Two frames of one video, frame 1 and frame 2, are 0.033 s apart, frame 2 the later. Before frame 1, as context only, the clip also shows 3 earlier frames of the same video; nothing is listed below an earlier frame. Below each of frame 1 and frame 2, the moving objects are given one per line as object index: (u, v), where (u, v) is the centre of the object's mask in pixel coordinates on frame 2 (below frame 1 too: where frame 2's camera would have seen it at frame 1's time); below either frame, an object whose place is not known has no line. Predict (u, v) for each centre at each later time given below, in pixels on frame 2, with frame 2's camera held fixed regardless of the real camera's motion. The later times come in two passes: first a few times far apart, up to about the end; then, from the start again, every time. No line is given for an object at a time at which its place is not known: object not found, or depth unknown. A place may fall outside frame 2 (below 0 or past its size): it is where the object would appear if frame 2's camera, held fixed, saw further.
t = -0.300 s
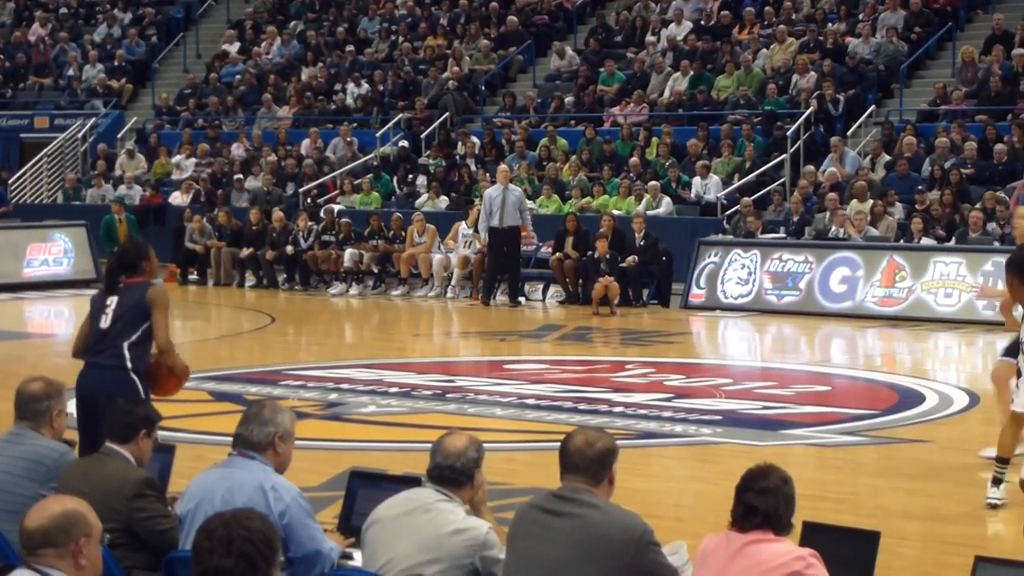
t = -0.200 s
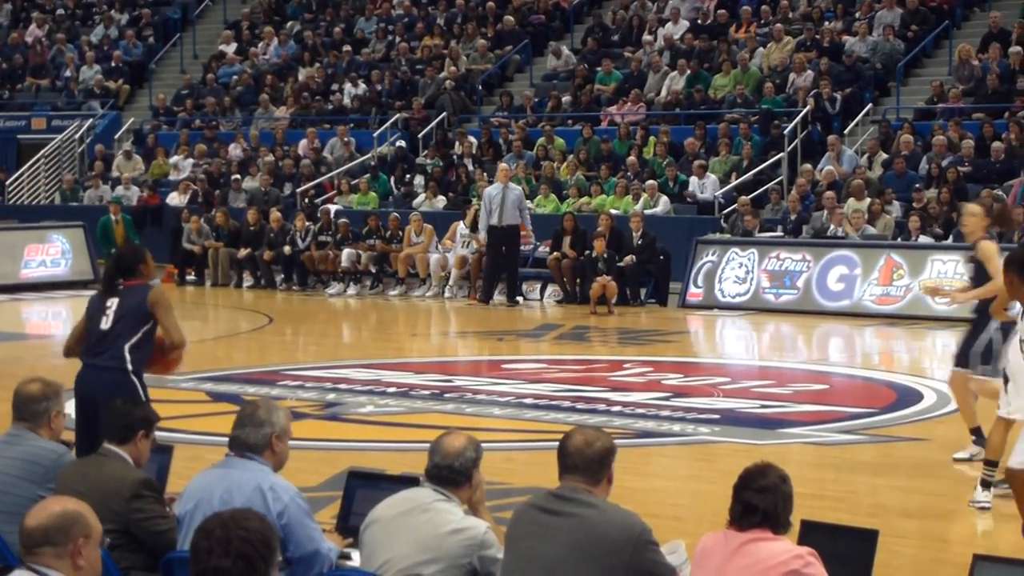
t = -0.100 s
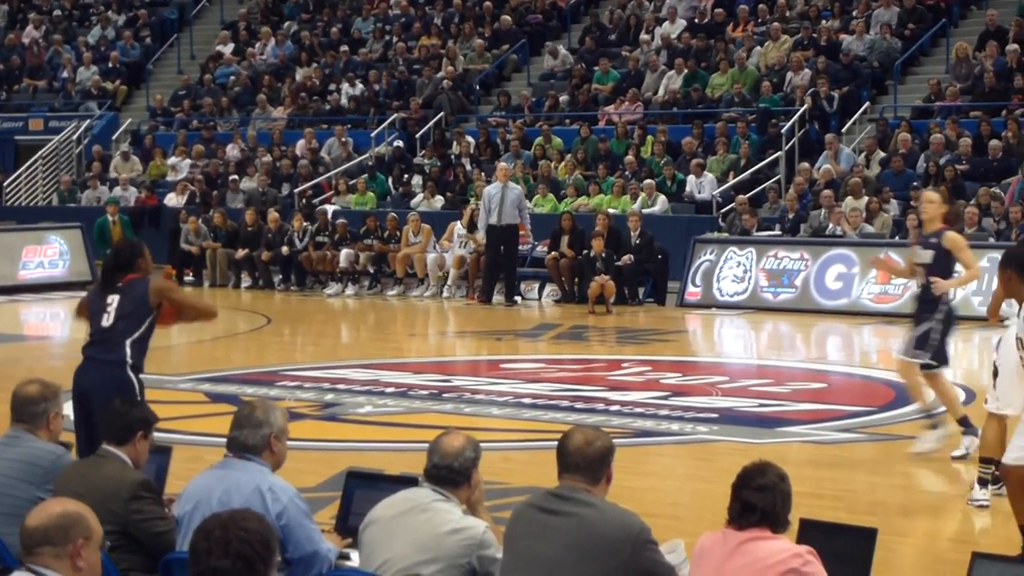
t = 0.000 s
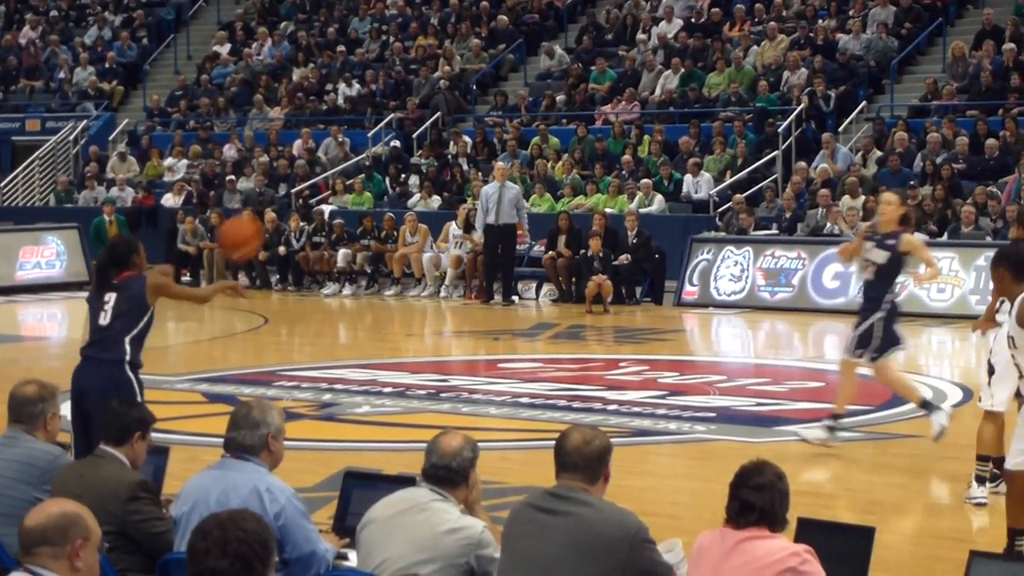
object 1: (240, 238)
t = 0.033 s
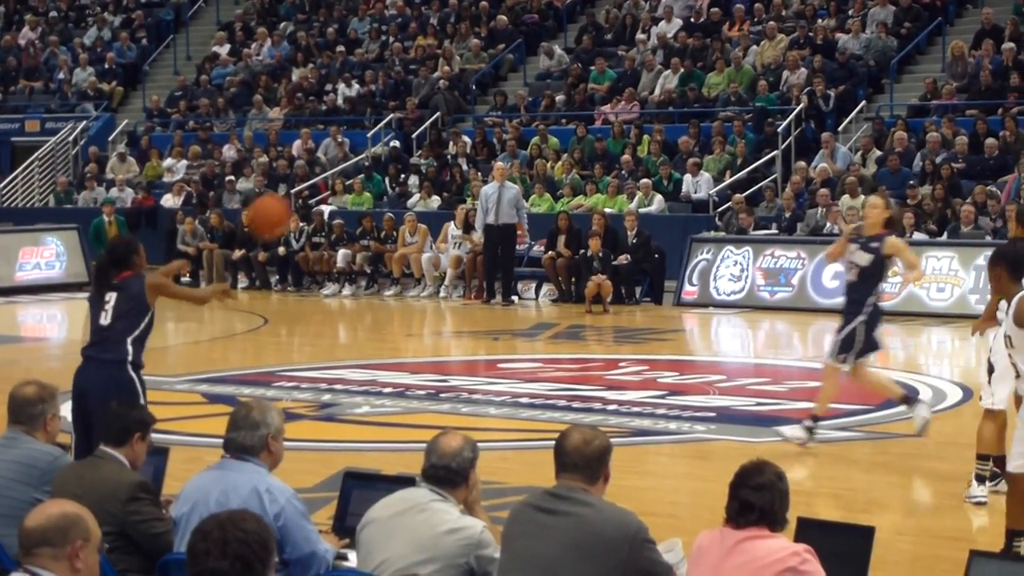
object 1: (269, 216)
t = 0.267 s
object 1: (448, 128)
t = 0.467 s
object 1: (570, 127)
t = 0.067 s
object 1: (298, 196)
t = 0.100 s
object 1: (326, 180)
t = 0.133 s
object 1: (354, 165)
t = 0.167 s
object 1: (379, 153)
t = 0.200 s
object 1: (403, 142)
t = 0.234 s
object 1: (426, 134)
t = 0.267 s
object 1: (448, 128)
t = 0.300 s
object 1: (472, 123)
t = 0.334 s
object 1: (492, 121)
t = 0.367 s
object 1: (513, 121)
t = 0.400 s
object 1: (533, 121)
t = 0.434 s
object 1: (552, 122)
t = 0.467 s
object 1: (570, 127)
